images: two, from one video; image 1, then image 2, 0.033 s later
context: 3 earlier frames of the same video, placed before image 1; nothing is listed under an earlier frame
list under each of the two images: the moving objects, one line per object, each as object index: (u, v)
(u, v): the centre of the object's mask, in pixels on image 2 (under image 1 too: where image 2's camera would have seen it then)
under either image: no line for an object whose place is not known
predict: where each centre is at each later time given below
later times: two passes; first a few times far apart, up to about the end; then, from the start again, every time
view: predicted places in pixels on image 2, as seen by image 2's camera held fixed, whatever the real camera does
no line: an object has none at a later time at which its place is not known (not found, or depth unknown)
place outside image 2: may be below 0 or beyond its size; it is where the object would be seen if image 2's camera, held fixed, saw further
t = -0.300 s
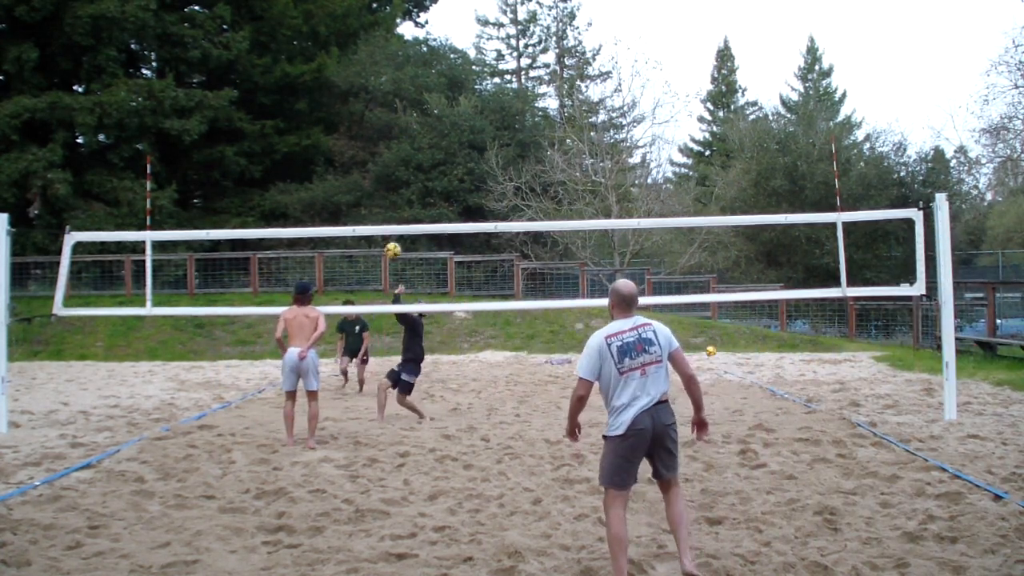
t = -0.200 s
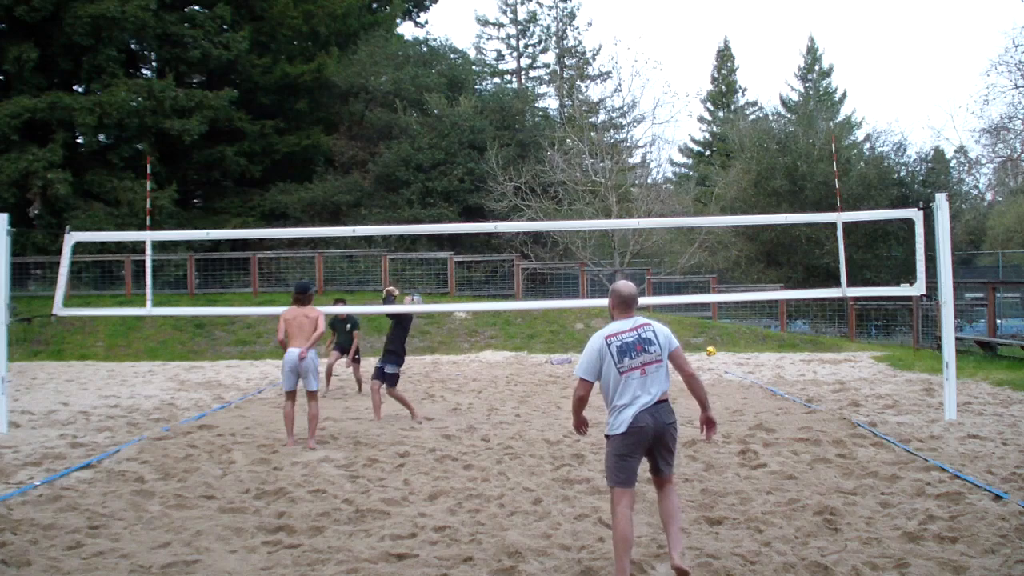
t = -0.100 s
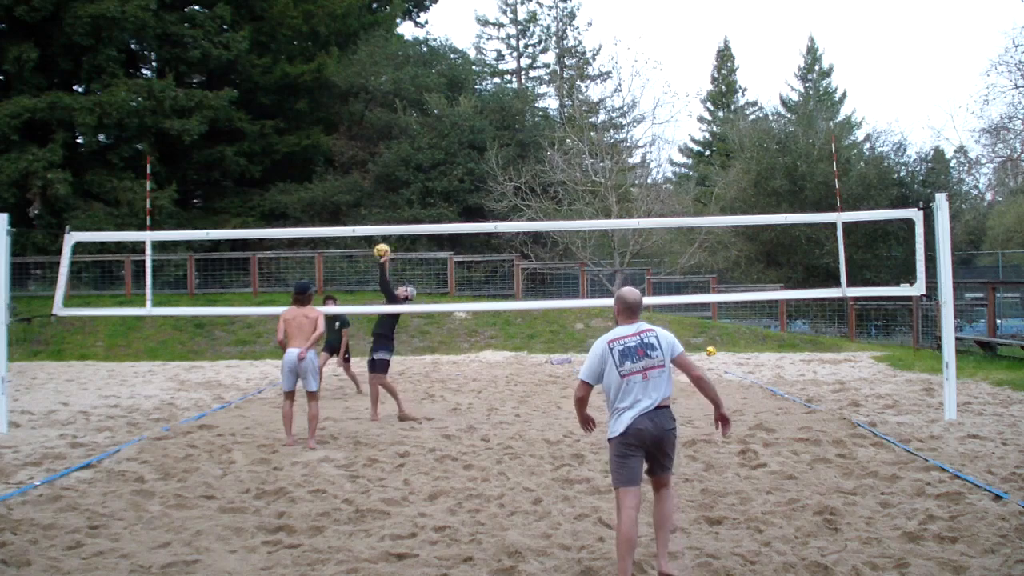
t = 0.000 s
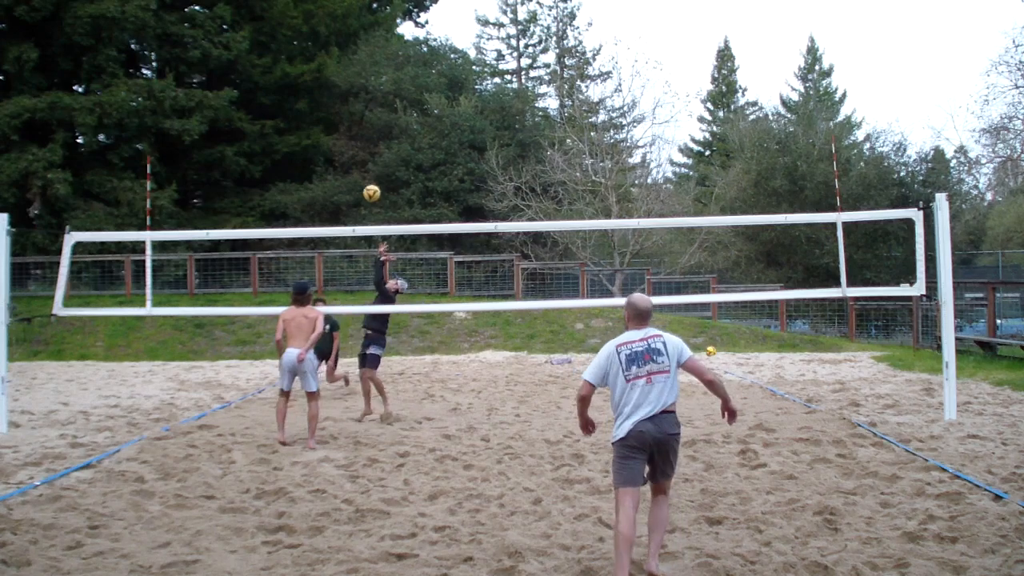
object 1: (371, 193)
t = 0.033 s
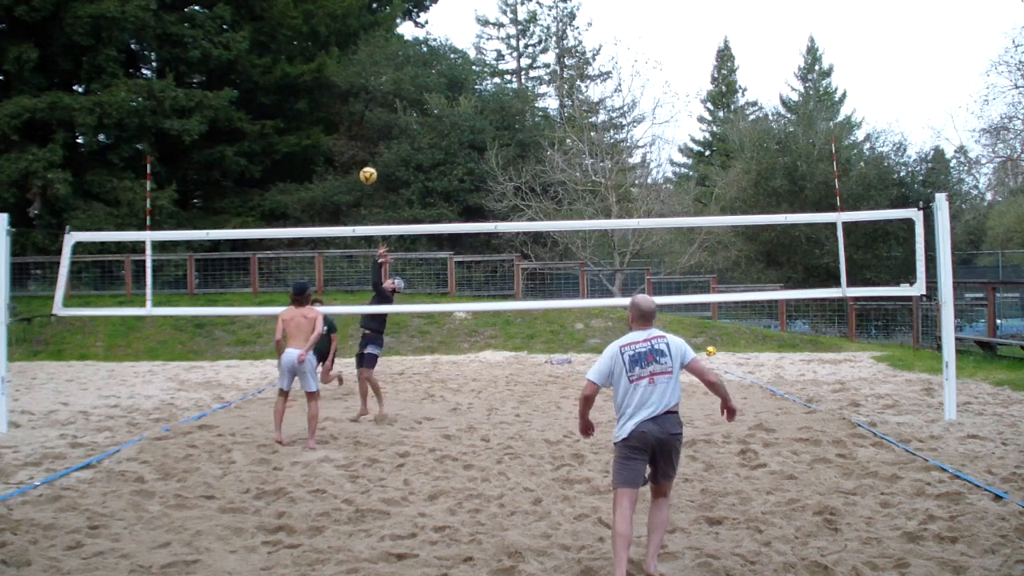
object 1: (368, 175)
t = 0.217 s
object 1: (348, 96)
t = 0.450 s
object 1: (325, 33)
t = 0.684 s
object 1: (303, 10)
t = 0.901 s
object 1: (283, 27)
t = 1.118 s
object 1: (265, 78)
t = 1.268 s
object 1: (252, 134)
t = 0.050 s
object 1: (366, 167)
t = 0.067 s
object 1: (364, 158)
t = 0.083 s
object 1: (362, 151)
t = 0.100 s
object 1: (361, 143)
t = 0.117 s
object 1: (359, 136)
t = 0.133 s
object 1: (357, 129)
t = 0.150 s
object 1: (355, 121)
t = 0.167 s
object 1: (354, 115)
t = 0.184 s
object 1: (352, 108)
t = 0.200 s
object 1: (350, 102)
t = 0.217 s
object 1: (348, 96)
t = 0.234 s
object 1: (347, 90)
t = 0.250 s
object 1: (345, 84)
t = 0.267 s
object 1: (343, 79)
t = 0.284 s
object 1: (341, 73)
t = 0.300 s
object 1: (340, 68)
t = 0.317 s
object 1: (338, 63)
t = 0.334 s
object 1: (337, 59)
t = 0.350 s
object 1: (335, 54)
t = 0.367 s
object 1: (333, 50)
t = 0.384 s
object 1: (332, 46)
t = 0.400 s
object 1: (330, 42)
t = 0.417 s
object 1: (329, 39)
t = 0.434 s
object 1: (327, 36)
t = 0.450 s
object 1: (325, 33)
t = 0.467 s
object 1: (324, 30)
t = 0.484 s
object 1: (322, 27)
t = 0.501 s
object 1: (321, 24)
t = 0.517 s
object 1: (319, 22)
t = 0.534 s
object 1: (318, 20)
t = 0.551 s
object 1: (316, 18)
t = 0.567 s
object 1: (314, 16)
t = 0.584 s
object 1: (313, 15)
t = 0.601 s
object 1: (311, 14)
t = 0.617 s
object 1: (309, 13)
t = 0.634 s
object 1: (308, 12)
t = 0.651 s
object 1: (306, 11)
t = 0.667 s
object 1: (305, 11)
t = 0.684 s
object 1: (303, 10)
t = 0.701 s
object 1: (302, 10)
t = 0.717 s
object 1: (300, 10)
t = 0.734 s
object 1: (299, 11)
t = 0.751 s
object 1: (297, 12)
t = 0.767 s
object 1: (296, 13)
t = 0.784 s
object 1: (294, 14)
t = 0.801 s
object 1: (293, 15)
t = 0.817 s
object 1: (291, 16)
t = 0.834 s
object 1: (289, 18)
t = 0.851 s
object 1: (288, 20)
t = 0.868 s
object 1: (286, 22)
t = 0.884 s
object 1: (285, 24)
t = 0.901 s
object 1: (283, 27)
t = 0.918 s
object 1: (282, 29)
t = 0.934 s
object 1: (281, 32)
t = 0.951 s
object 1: (279, 35)
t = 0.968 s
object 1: (278, 38)
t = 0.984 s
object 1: (276, 42)
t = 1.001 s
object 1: (274, 46)
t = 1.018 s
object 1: (273, 50)
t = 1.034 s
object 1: (272, 54)
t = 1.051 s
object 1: (270, 58)
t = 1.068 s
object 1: (269, 63)
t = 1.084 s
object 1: (267, 67)
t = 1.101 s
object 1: (266, 73)
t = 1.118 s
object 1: (265, 78)
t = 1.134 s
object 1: (263, 83)
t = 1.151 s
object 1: (262, 89)
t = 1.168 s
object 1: (260, 95)
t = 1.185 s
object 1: (259, 101)
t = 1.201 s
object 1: (257, 107)
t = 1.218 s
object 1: (256, 113)
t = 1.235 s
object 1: (255, 120)
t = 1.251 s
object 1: (253, 127)
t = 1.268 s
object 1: (252, 134)
